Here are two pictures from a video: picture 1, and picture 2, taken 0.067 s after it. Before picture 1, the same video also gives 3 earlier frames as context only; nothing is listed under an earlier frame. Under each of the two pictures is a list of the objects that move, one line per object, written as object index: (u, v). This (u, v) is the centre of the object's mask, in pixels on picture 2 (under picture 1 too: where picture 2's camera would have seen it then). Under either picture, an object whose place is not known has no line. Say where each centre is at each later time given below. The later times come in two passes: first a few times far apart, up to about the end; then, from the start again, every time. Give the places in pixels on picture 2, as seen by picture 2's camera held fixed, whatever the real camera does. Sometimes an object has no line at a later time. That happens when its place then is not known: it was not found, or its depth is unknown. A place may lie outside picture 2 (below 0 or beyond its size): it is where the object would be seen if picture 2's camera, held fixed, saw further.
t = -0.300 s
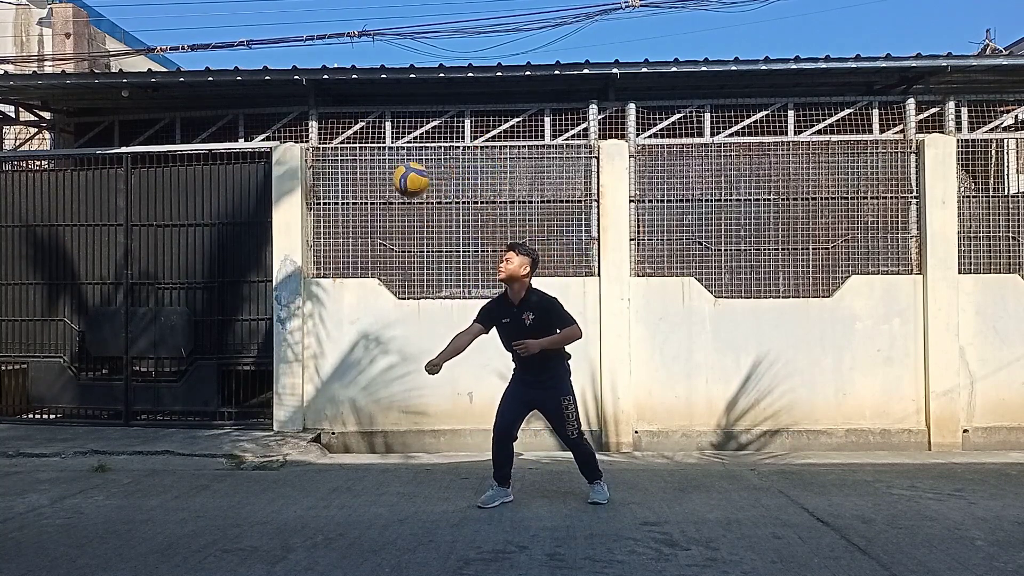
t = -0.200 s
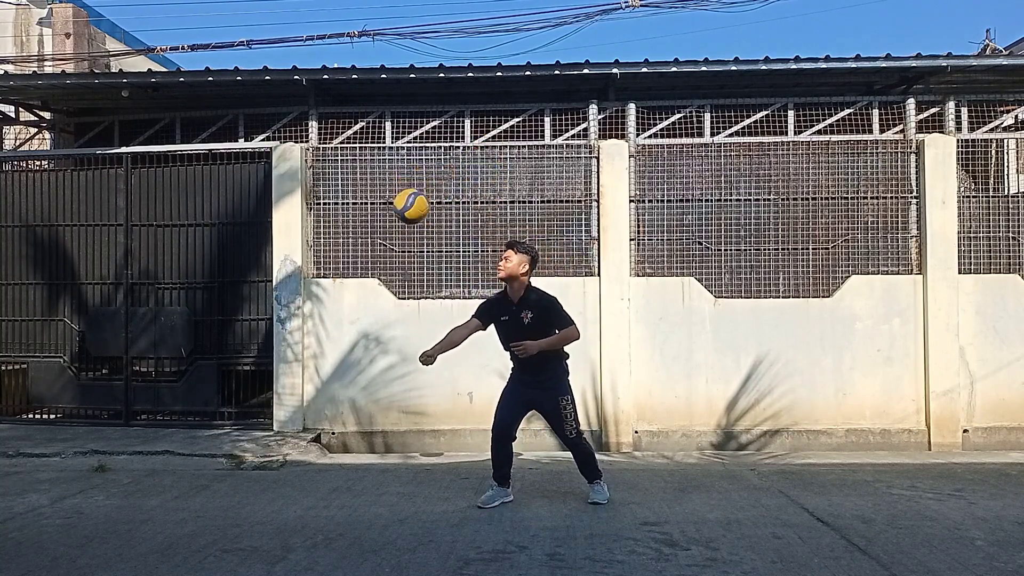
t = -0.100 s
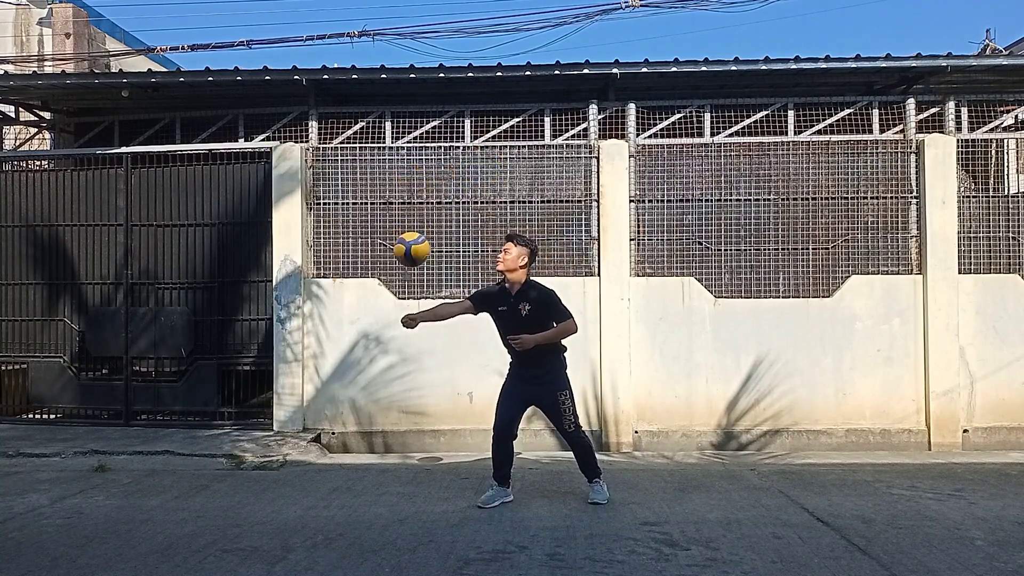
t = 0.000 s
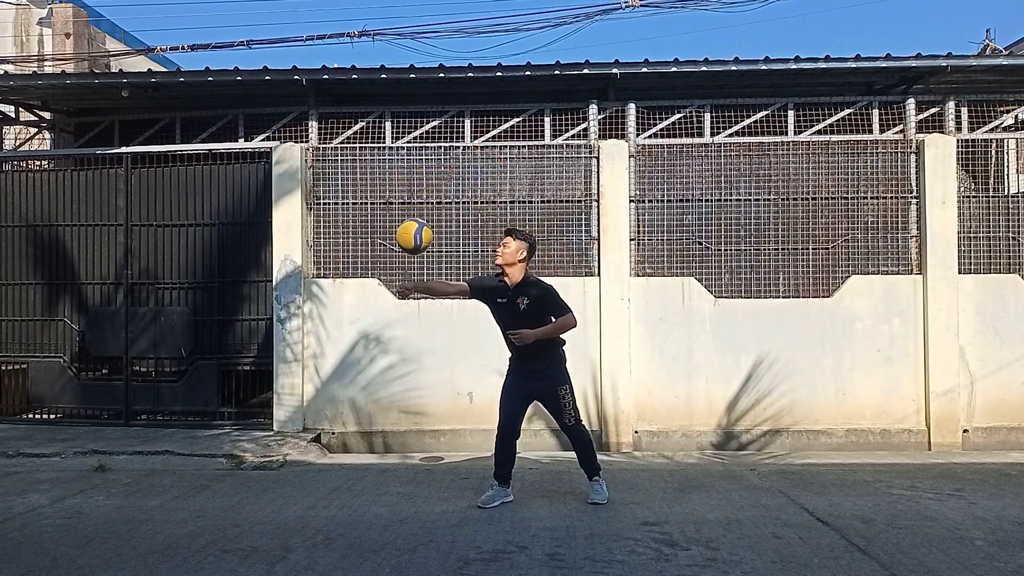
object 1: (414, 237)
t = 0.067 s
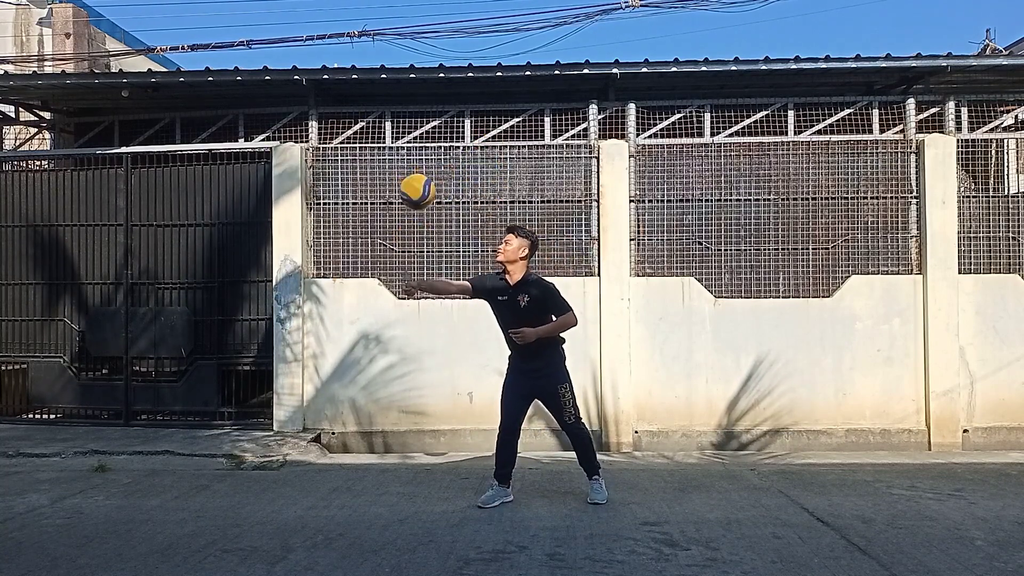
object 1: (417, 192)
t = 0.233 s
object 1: (426, 116)
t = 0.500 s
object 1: (441, 100)
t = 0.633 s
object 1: (449, 137)
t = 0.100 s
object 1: (419, 172)
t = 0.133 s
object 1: (420, 155)
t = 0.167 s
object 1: (422, 140)
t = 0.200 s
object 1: (424, 127)
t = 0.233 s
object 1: (426, 116)
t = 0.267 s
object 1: (428, 107)
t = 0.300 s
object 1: (430, 101)
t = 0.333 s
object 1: (432, 96)
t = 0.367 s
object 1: (433, 93)
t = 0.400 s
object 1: (435, 92)
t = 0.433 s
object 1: (437, 93)
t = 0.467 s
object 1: (439, 96)
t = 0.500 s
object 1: (441, 100)
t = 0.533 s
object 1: (443, 107)
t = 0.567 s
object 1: (445, 115)
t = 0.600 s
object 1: (447, 125)
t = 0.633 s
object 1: (449, 137)
